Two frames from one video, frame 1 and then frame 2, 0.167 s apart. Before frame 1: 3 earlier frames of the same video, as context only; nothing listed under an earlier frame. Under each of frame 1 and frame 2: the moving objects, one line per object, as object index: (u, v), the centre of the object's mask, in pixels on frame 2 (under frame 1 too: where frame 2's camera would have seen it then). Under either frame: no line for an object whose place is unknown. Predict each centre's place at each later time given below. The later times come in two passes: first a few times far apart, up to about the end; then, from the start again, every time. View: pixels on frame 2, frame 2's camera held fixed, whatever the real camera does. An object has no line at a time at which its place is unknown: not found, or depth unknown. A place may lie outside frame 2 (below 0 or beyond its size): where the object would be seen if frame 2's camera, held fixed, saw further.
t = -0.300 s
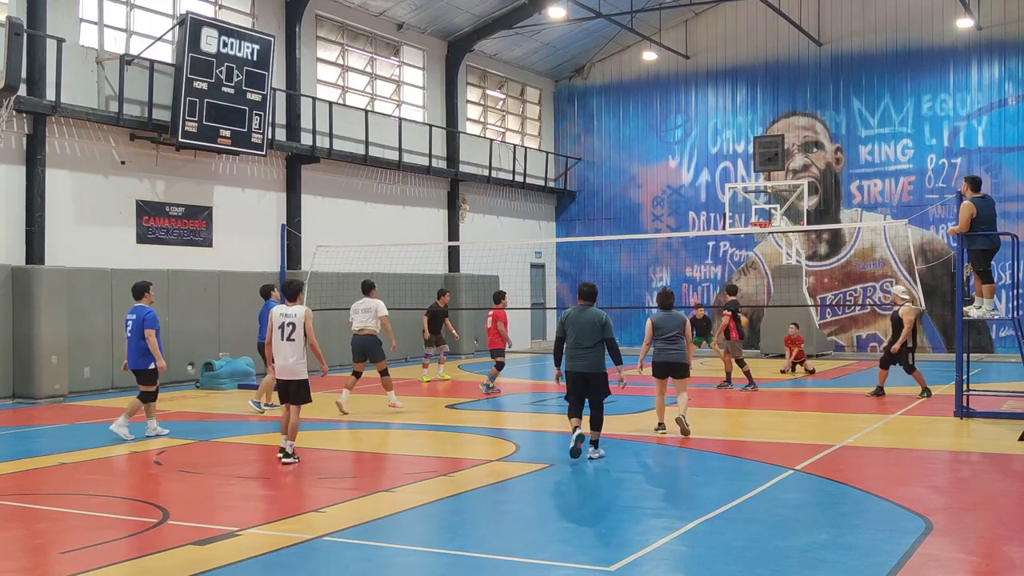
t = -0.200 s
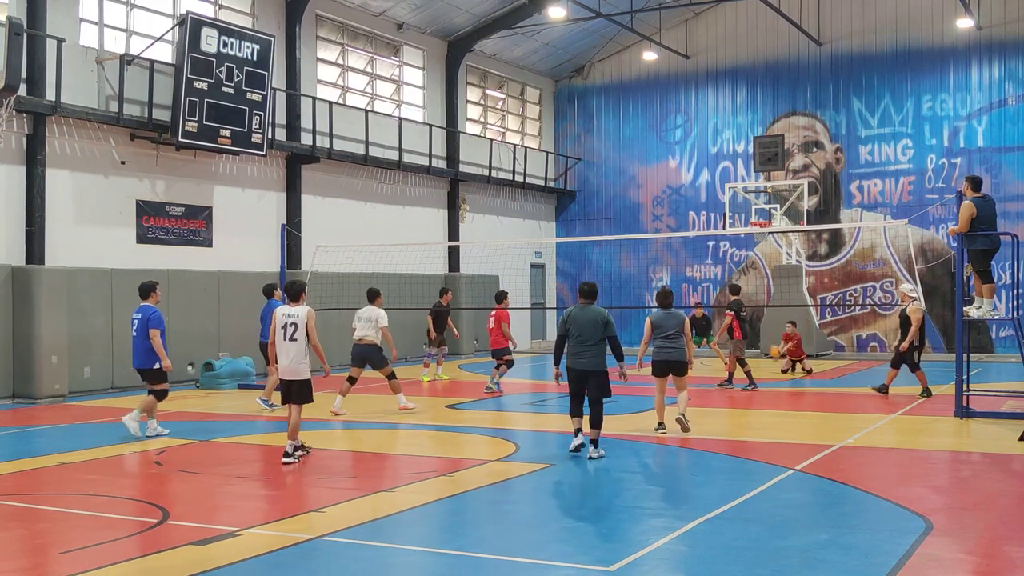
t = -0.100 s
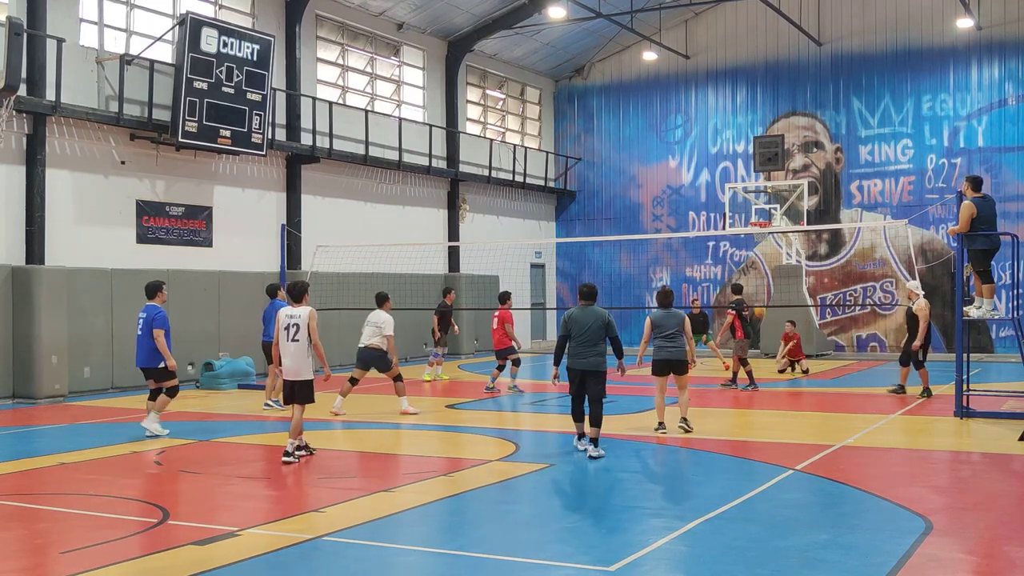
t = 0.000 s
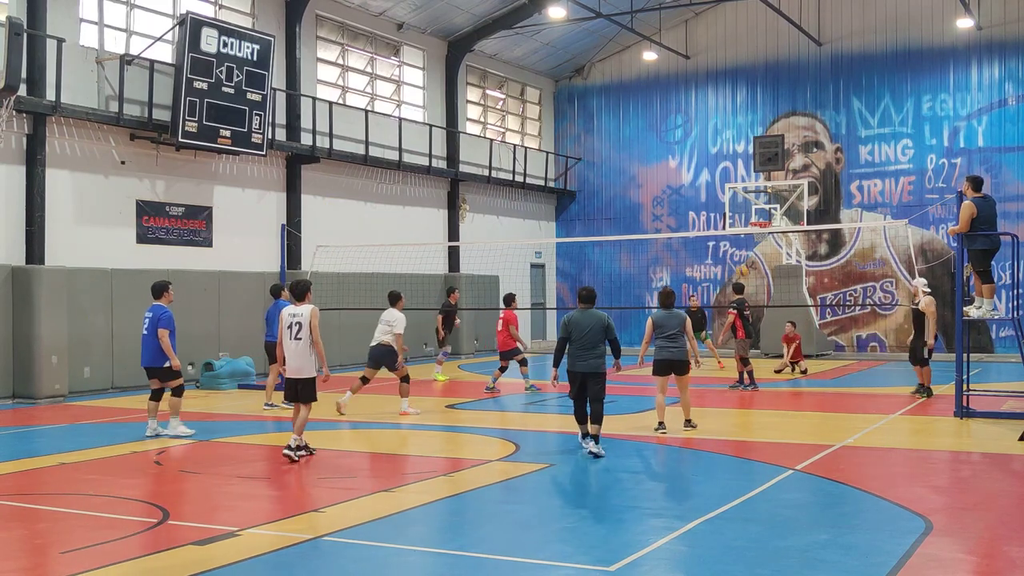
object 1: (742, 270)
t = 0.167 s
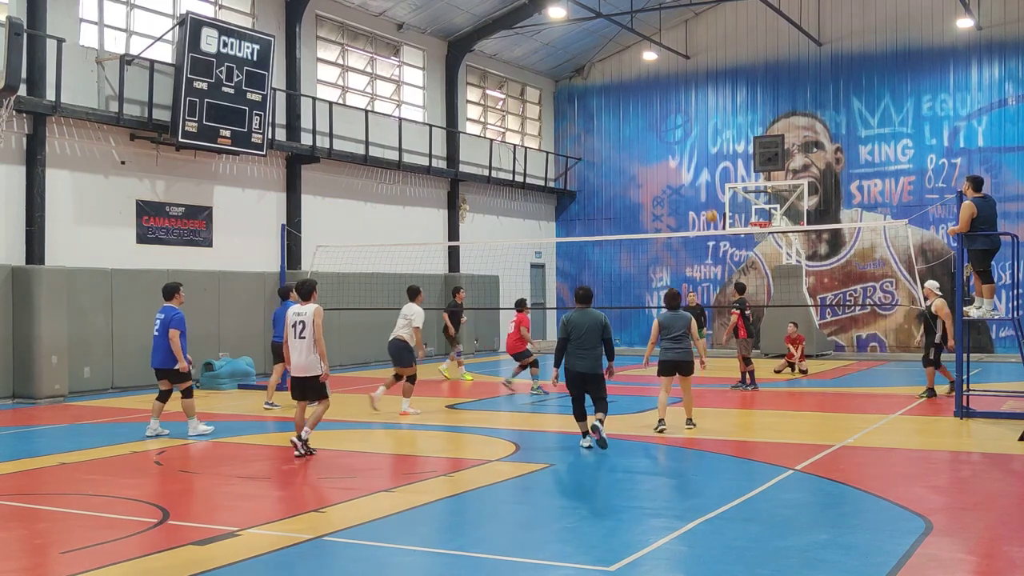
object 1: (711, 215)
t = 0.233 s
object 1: (700, 198)
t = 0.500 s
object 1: (650, 146)
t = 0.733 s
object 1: (606, 132)
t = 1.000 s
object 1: (554, 155)
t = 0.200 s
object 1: (706, 207)
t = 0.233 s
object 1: (700, 198)
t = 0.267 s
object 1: (694, 189)
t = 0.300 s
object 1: (688, 182)
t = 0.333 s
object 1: (682, 174)
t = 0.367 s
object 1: (675, 167)
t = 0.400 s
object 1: (669, 161)
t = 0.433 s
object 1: (662, 155)
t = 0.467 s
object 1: (656, 150)
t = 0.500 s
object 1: (650, 146)
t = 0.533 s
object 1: (644, 142)
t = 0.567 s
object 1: (638, 139)
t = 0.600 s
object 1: (632, 136)
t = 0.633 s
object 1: (626, 134)
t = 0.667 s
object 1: (619, 133)
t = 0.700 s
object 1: (613, 132)
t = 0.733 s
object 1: (606, 132)
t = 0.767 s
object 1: (600, 132)
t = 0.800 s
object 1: (593, 133)
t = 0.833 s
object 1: (587, 135)
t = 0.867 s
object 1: (581, 137)
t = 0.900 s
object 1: (574, 141)
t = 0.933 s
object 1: (567, 145)
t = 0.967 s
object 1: (561, 149)
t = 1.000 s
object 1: (554, 155)
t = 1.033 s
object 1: (547, 161)
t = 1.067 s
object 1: (541, 168)
